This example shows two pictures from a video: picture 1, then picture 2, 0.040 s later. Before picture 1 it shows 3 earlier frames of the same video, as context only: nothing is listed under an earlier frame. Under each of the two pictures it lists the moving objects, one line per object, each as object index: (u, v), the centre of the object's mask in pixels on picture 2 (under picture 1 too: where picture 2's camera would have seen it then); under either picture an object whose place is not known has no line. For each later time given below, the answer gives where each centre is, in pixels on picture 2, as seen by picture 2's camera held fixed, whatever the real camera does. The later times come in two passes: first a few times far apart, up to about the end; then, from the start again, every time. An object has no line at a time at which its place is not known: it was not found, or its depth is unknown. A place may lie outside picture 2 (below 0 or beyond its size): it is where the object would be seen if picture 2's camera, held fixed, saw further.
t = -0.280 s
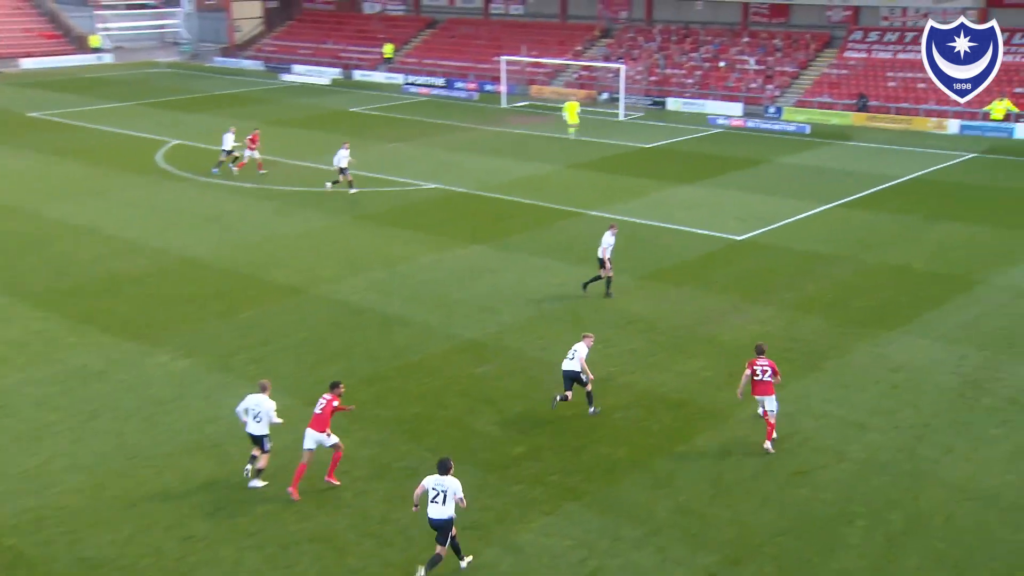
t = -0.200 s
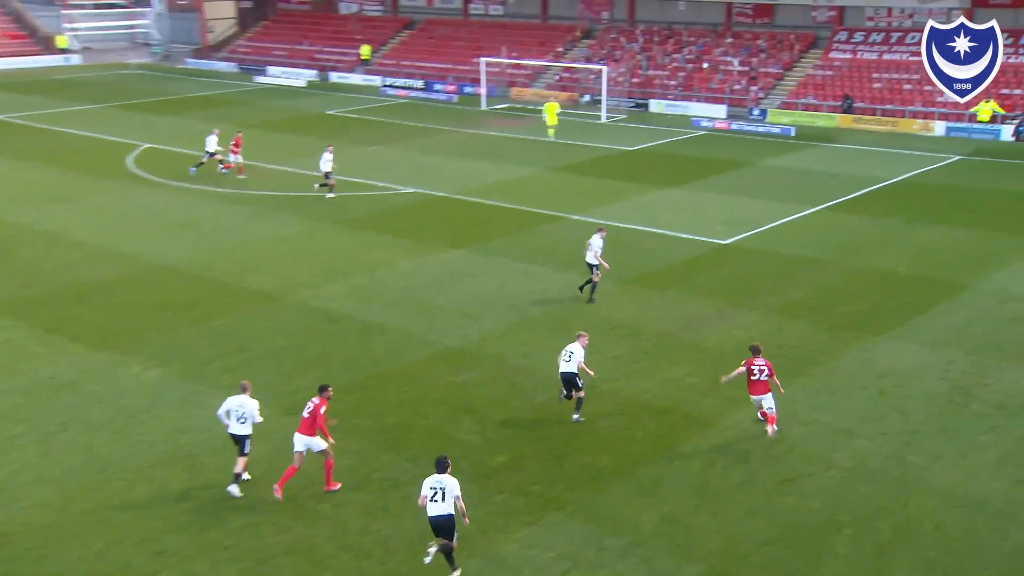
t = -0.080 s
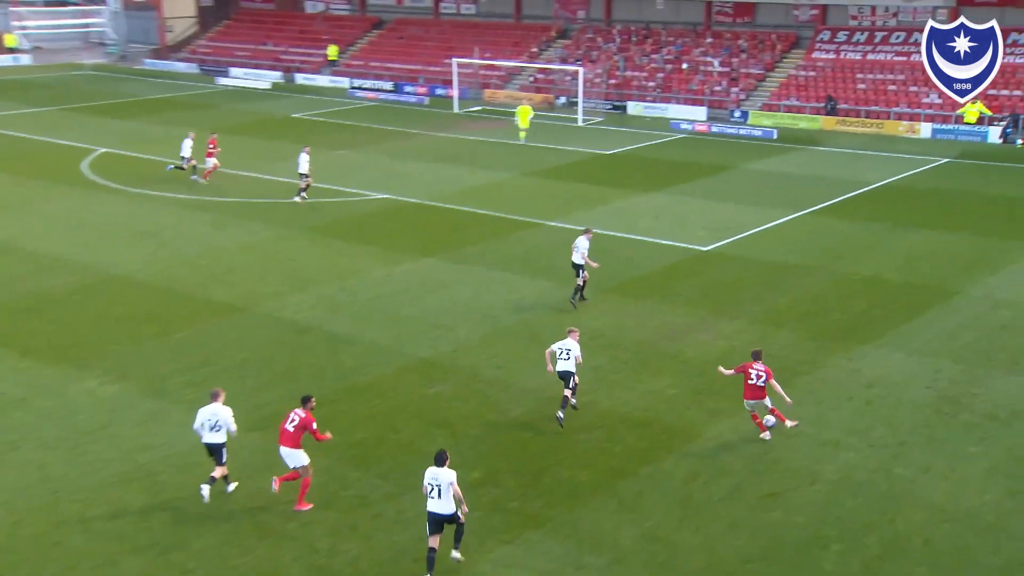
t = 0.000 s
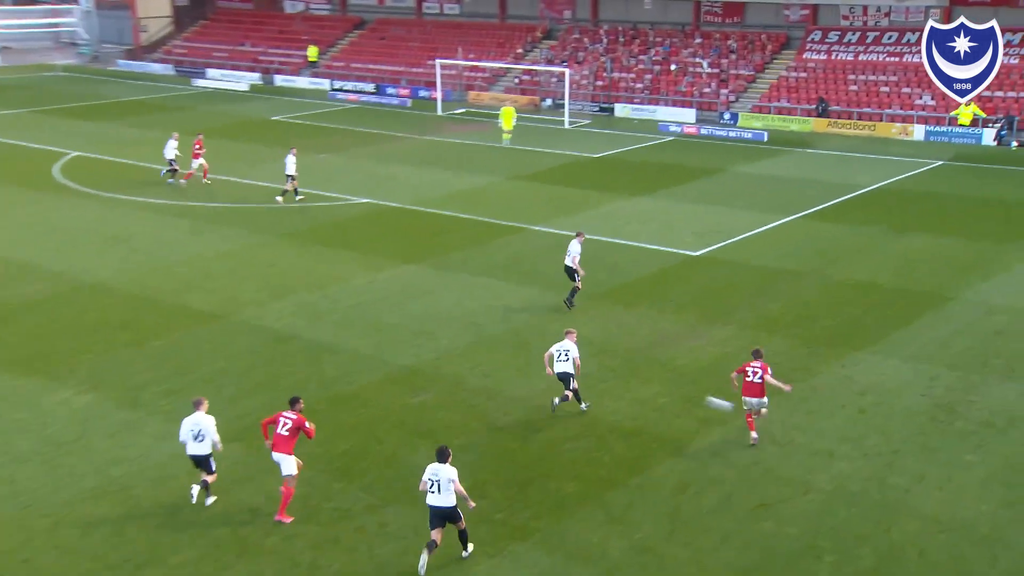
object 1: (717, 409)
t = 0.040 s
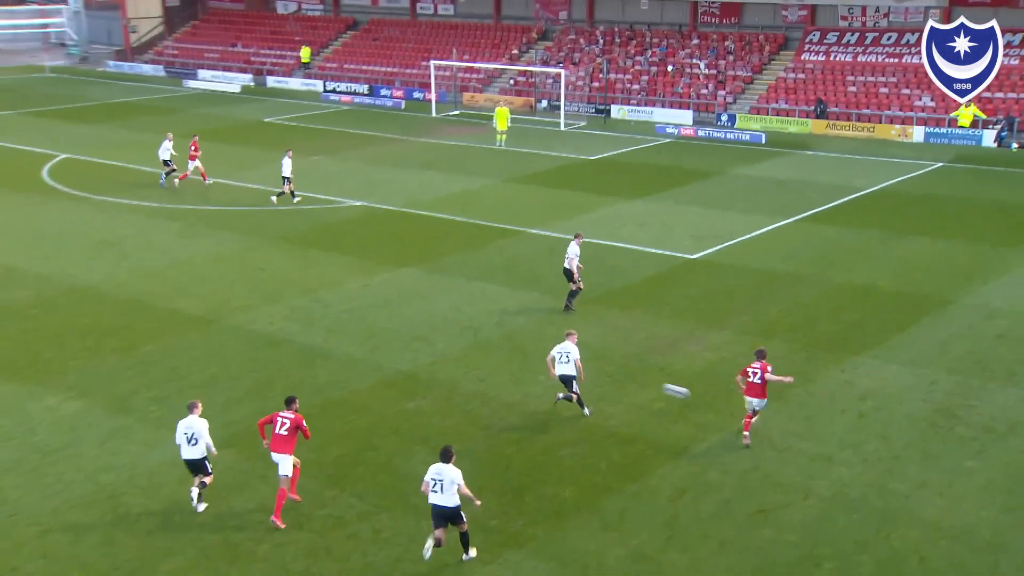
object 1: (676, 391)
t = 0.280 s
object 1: (469, 328)
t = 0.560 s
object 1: (297, 290)
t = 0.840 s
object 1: (167, 266)
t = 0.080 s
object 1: (636, 376)
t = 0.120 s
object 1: (600, 363)
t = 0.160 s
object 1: (560, 351)
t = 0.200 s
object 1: (531, 342)
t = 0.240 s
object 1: (499, 335)
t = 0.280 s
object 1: (469, 328)
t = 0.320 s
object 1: (441, 324)
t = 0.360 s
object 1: (414, 320)
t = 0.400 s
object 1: (387, 318)
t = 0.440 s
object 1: (362, 312)
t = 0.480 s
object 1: (340, 303)
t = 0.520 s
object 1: (318, 296)
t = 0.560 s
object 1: (297, 290)
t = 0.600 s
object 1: (276, 286)
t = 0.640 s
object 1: (257, 282)
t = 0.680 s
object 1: (237, 279)
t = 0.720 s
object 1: (218, 278)
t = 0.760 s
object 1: (200, 277)
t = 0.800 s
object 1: (183, 272)
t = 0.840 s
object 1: (167, 266)
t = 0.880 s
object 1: (152, 263)
